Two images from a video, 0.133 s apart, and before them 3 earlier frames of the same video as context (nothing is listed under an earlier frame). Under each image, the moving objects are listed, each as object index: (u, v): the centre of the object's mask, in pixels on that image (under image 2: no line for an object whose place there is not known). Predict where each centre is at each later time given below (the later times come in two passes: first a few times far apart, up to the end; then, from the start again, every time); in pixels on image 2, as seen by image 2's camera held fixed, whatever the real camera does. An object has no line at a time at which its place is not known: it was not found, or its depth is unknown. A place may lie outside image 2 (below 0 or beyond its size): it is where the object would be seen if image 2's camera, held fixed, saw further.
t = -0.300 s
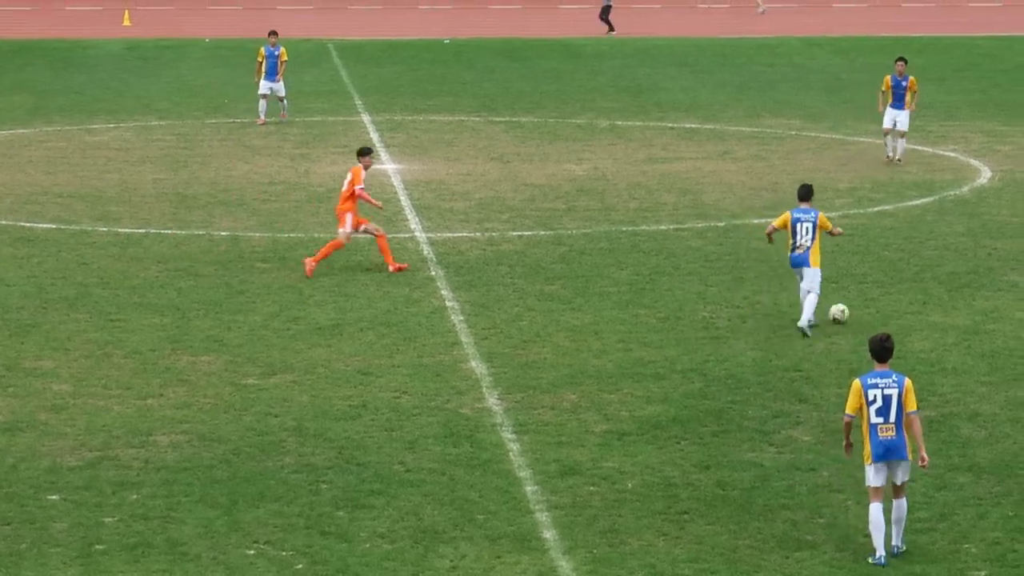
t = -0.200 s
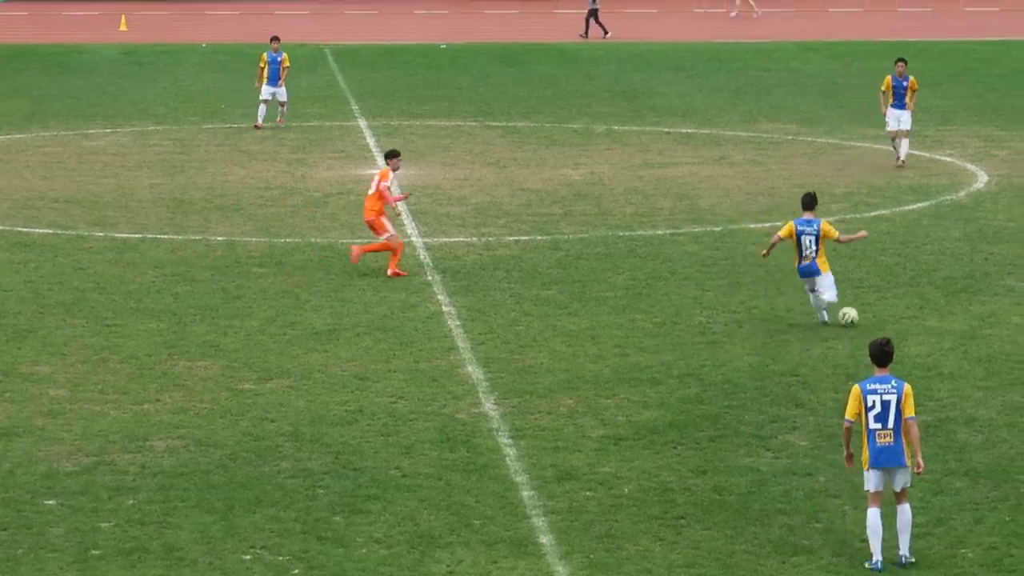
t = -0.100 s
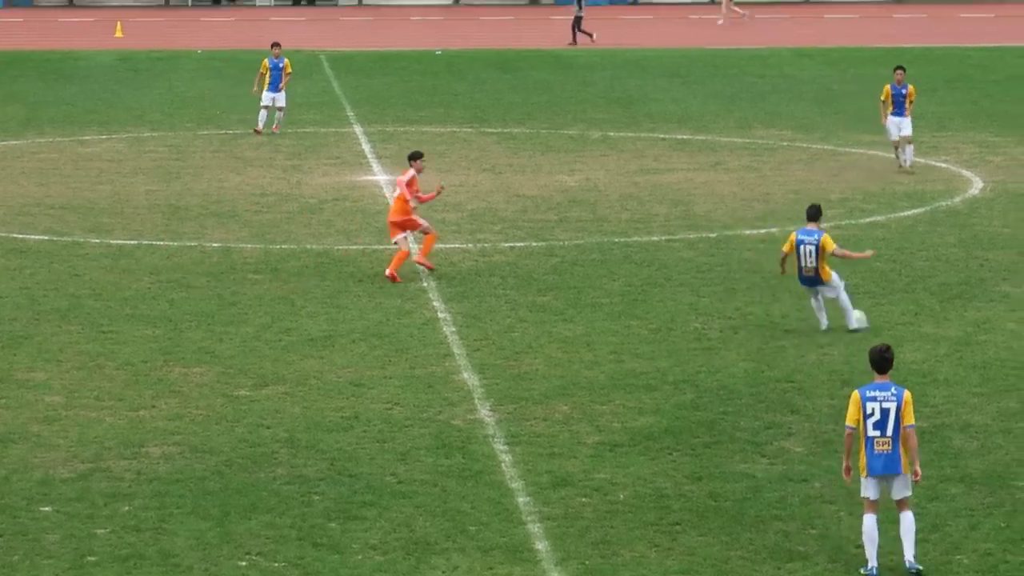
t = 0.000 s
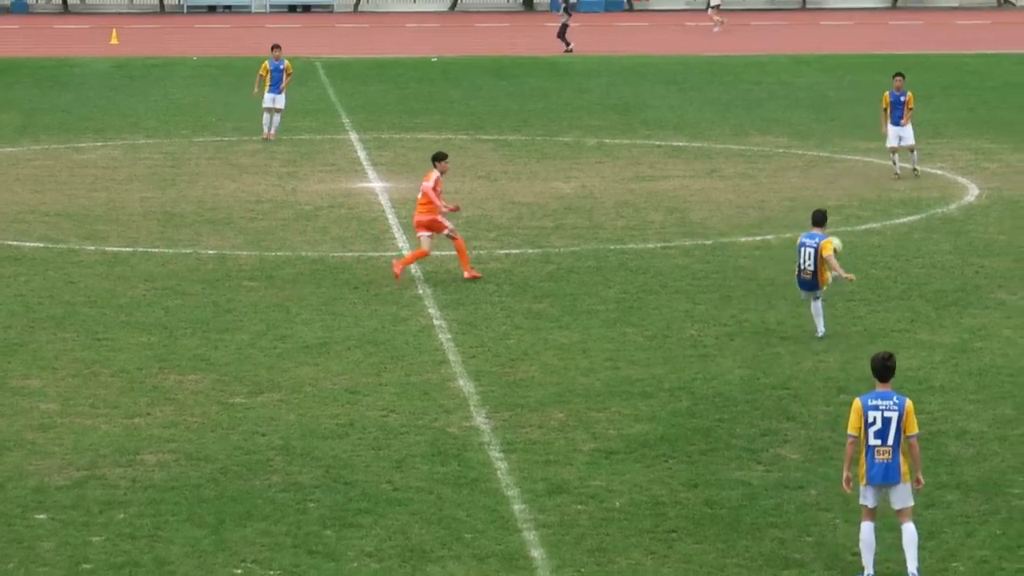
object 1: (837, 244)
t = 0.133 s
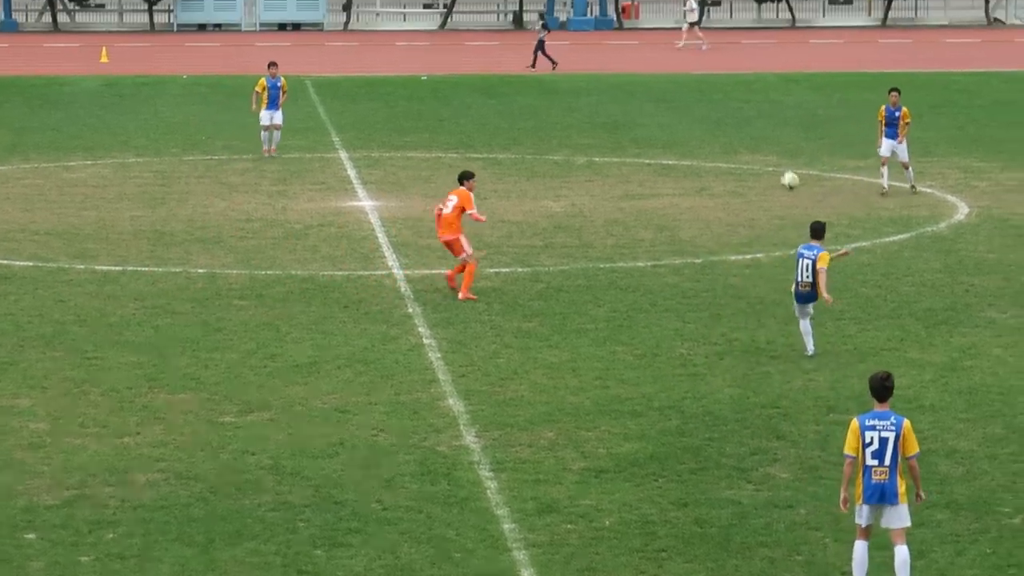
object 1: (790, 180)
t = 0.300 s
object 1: (742, 110)
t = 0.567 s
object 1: (657, 57)
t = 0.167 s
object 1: (780, 163)
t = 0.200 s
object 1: (771, 148)
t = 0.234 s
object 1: (761, 133)
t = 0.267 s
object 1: (752, 121)
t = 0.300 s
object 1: (742, 110)
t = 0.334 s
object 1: (732, 100)
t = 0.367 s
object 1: (722, 91)
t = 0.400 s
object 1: (712, 83)
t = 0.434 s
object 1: (701, 76)
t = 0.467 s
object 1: (690, 70)
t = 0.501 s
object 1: (679, 65)
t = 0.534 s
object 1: (668, 61)
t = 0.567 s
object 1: (657, 57)
